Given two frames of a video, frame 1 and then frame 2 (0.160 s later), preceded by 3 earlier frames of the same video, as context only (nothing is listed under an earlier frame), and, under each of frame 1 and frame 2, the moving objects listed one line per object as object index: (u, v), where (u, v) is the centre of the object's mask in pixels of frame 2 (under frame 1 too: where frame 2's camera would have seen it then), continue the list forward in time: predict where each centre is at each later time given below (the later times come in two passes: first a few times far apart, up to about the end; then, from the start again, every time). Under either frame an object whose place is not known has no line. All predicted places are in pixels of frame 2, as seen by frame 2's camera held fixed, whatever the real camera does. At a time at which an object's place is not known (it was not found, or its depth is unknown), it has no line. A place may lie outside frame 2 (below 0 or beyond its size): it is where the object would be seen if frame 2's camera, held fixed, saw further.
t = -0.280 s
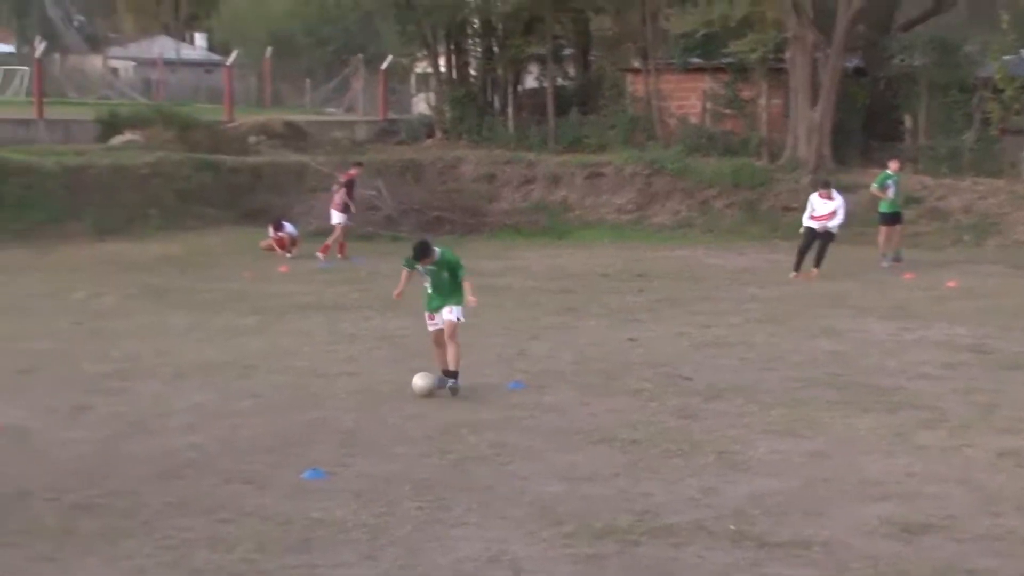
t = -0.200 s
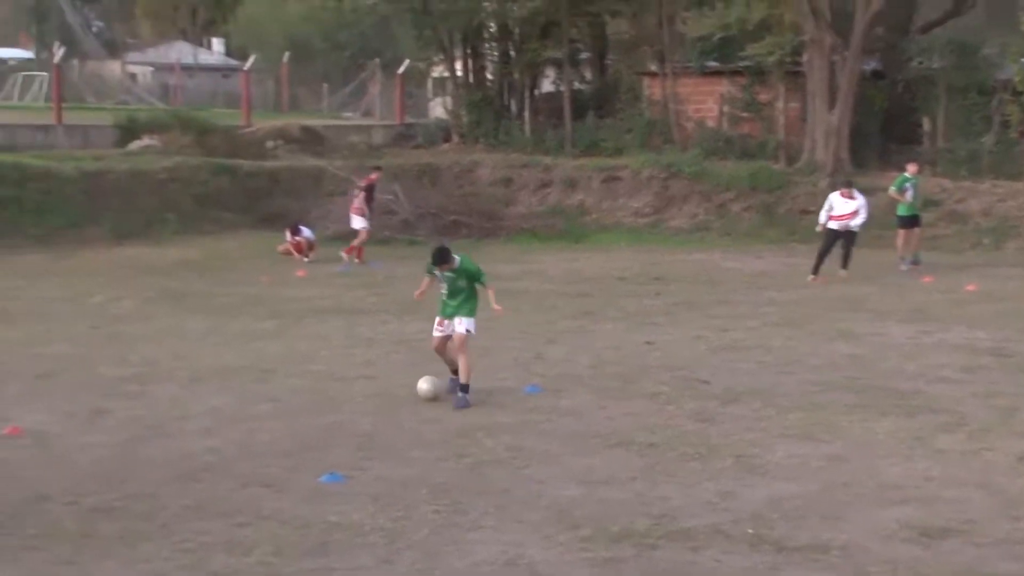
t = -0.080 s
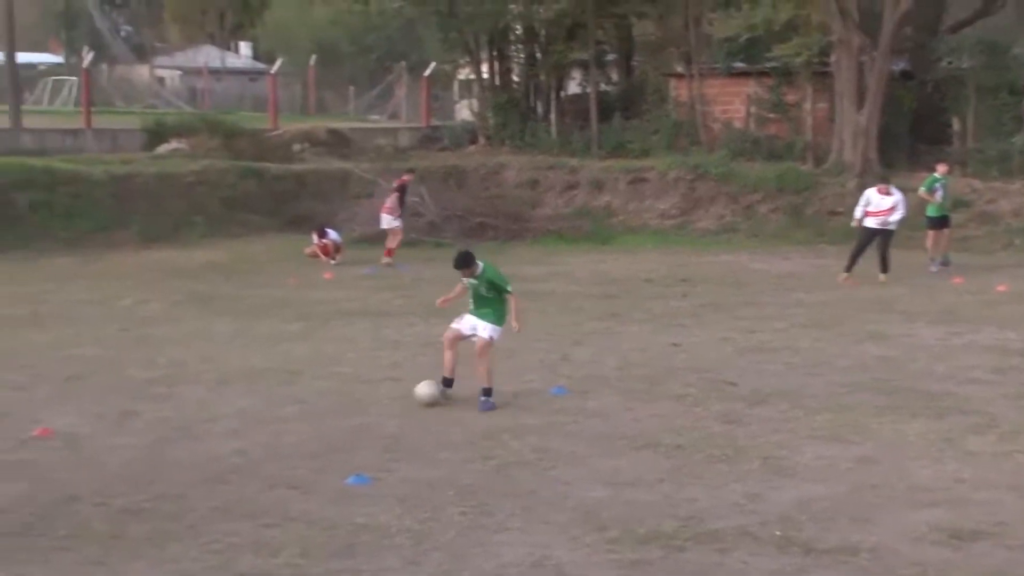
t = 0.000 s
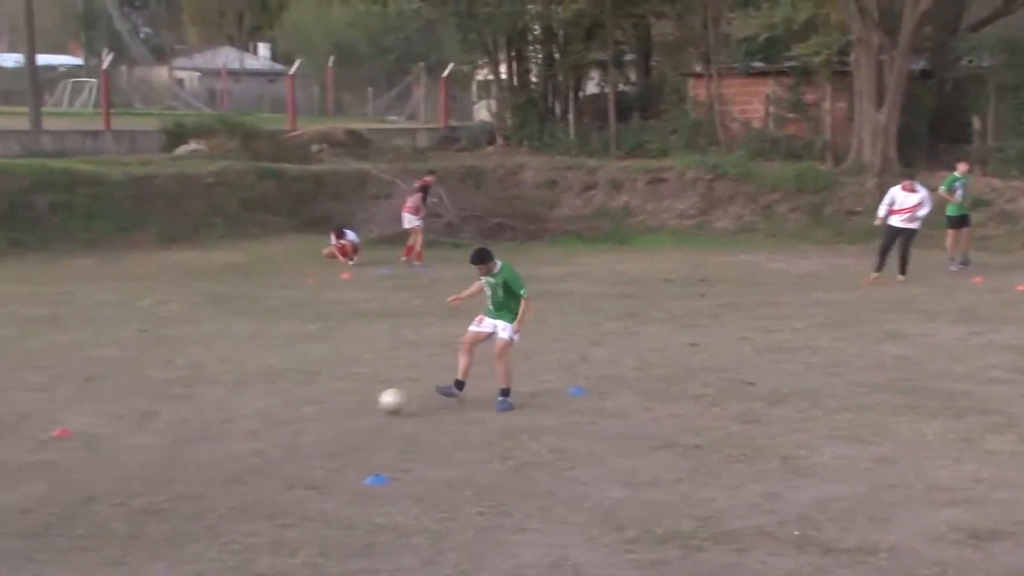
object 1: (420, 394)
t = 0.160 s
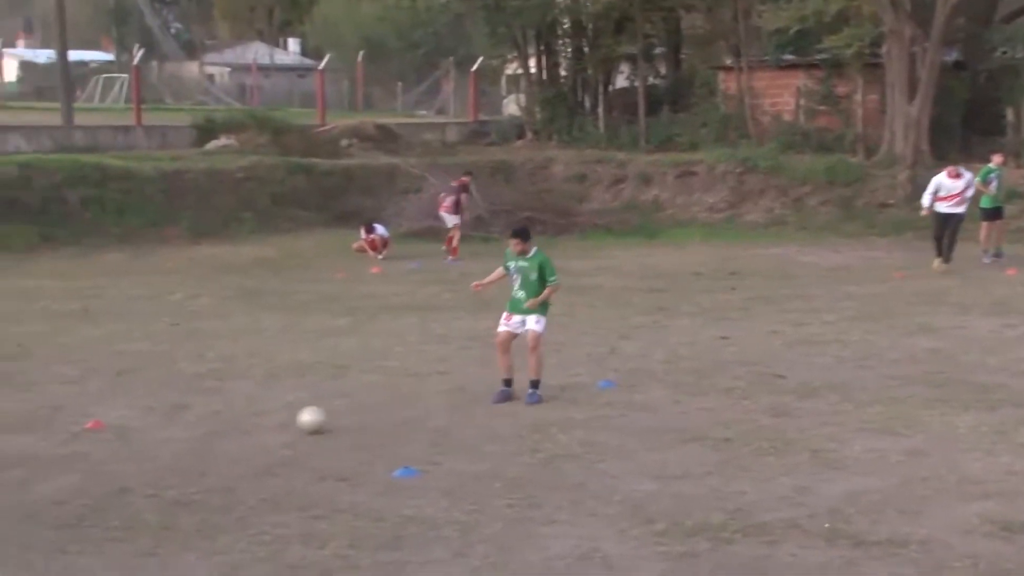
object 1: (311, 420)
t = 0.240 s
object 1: (261, 422)
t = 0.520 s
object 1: (73, 472)
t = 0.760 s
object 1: (-85, 493)
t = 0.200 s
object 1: (287, 421)
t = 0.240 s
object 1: (261, 422)
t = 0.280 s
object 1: (235, 427)
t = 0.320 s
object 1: (208, 433)
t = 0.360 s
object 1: (181, 443)
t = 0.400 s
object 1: (153, 456)
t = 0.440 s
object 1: (125, 462)
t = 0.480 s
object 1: (100, 467)
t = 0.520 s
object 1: (73, 472)
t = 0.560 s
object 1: (49, 469)
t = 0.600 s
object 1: (25, 468)
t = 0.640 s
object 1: (-1, 470)
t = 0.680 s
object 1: (-26, 475)
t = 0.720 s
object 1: (-55, 482)
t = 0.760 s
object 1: (-85, 493)
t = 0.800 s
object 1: (-114, 507)
